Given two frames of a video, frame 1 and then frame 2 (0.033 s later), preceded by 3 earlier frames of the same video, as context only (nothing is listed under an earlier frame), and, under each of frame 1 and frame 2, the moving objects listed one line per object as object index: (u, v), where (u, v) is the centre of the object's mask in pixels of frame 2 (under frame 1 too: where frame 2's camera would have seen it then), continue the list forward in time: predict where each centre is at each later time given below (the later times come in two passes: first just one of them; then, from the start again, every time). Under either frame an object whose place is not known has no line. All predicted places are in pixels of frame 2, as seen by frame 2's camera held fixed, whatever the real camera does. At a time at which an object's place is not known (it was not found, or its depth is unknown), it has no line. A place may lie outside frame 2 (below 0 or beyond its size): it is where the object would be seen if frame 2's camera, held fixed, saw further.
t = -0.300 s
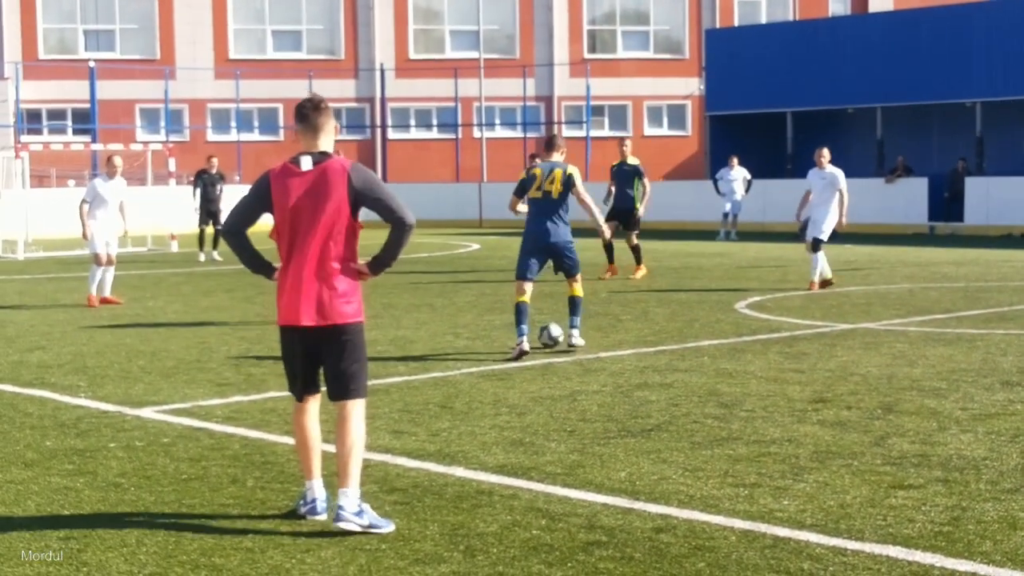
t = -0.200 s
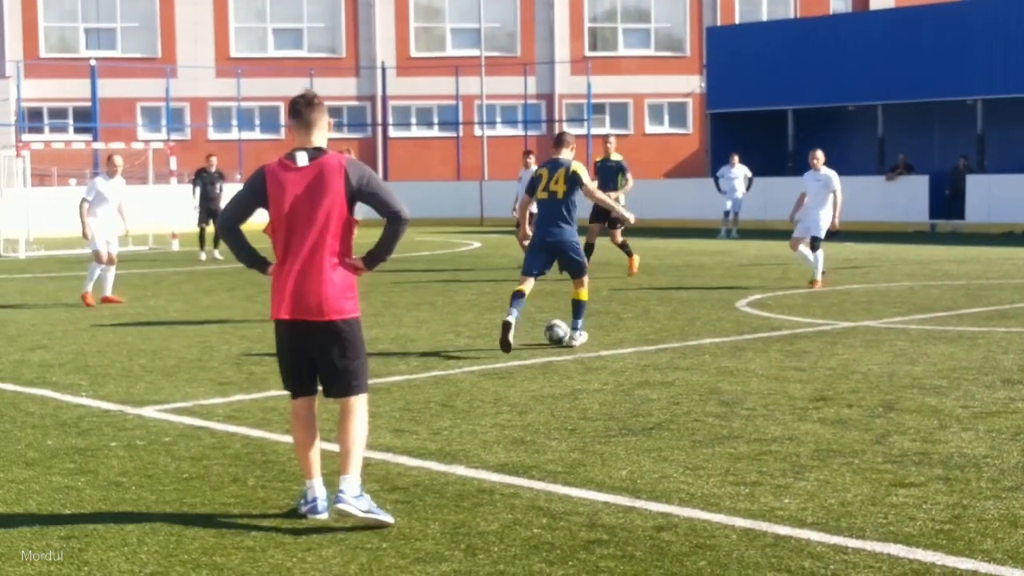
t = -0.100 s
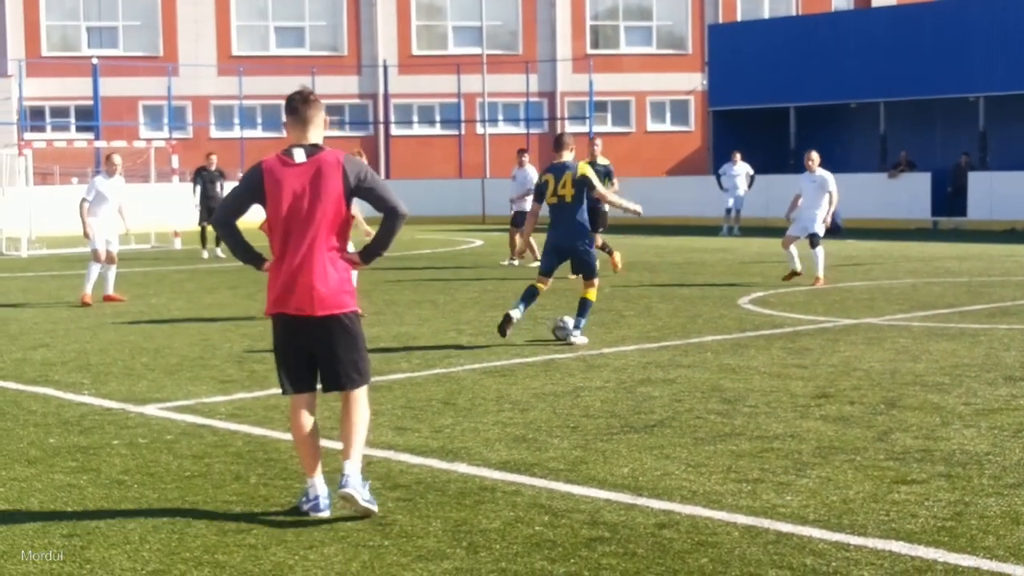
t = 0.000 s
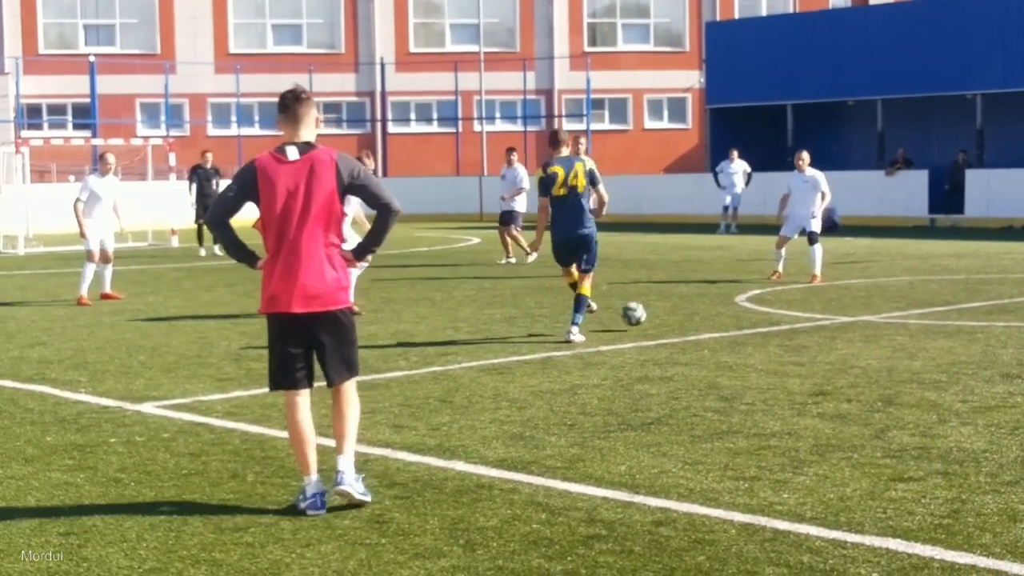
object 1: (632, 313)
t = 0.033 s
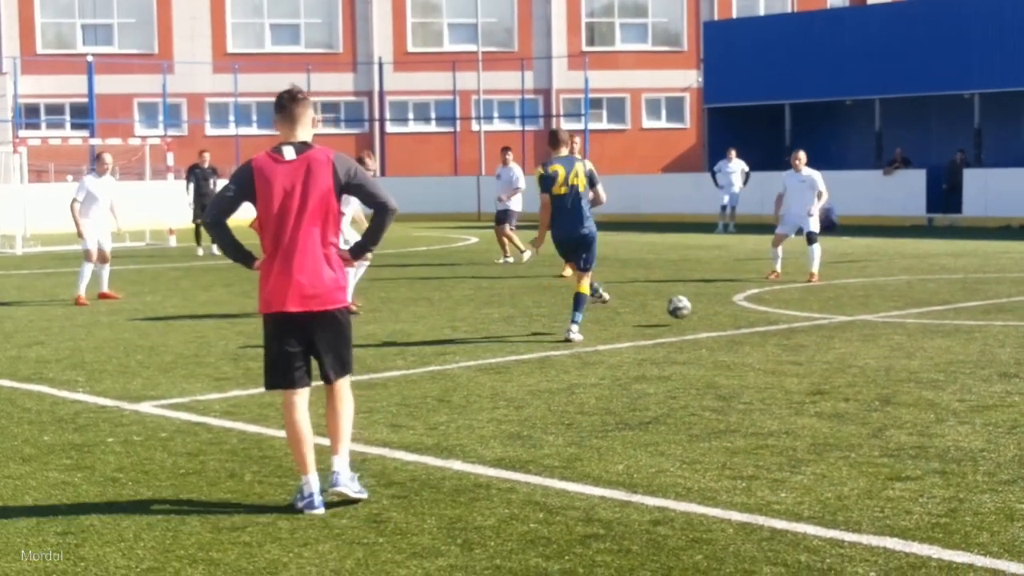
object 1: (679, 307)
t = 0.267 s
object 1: (945, 285)
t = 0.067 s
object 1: (723, 302)
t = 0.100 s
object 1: (767, 300)
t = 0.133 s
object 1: (809, 298)
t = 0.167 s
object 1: (848, 298)
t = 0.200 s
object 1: (882, 293)
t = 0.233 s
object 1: (914, 288)
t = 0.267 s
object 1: (945, 285)
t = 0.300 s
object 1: (975, 281)
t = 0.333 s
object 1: (1004, 281)
